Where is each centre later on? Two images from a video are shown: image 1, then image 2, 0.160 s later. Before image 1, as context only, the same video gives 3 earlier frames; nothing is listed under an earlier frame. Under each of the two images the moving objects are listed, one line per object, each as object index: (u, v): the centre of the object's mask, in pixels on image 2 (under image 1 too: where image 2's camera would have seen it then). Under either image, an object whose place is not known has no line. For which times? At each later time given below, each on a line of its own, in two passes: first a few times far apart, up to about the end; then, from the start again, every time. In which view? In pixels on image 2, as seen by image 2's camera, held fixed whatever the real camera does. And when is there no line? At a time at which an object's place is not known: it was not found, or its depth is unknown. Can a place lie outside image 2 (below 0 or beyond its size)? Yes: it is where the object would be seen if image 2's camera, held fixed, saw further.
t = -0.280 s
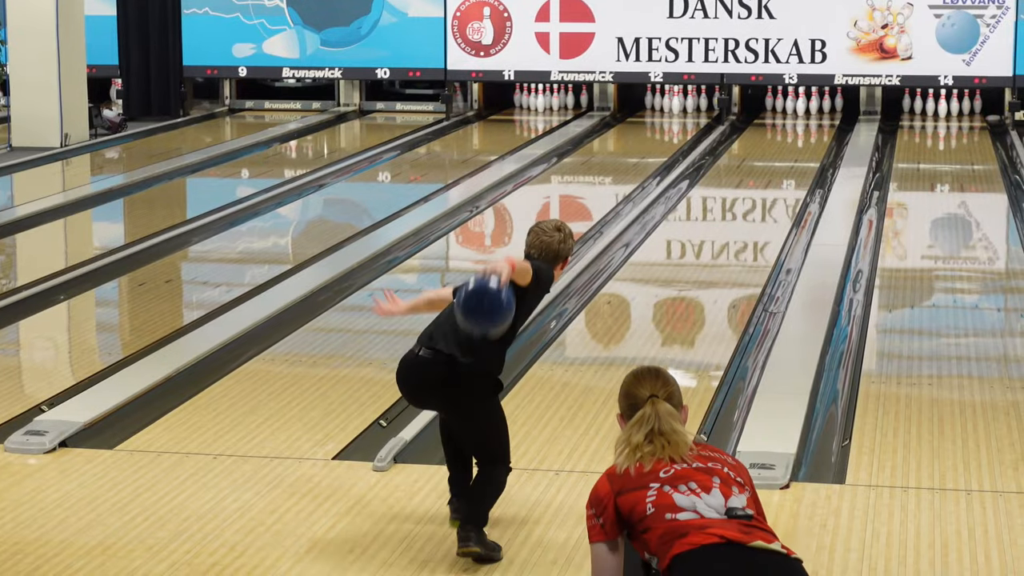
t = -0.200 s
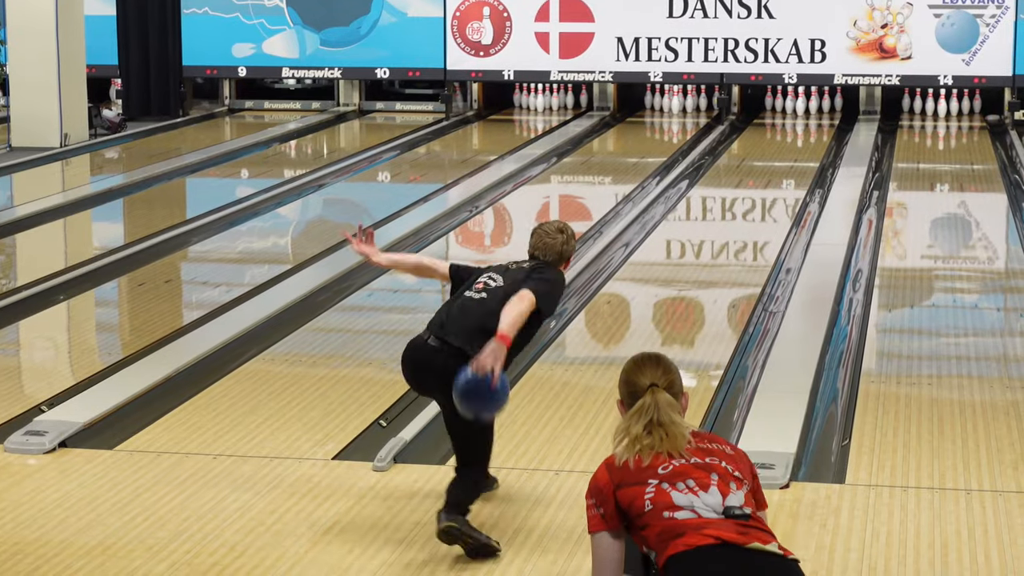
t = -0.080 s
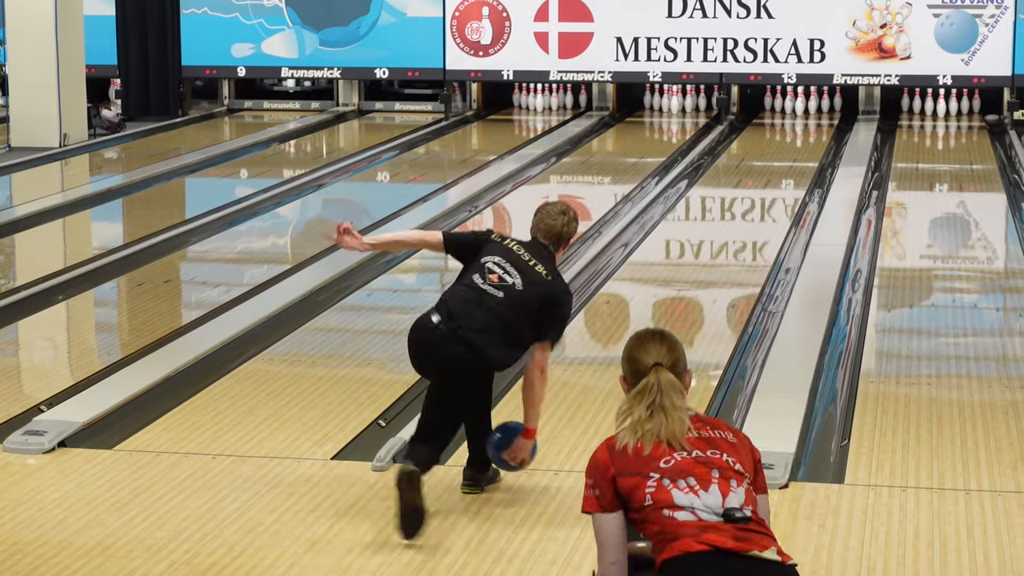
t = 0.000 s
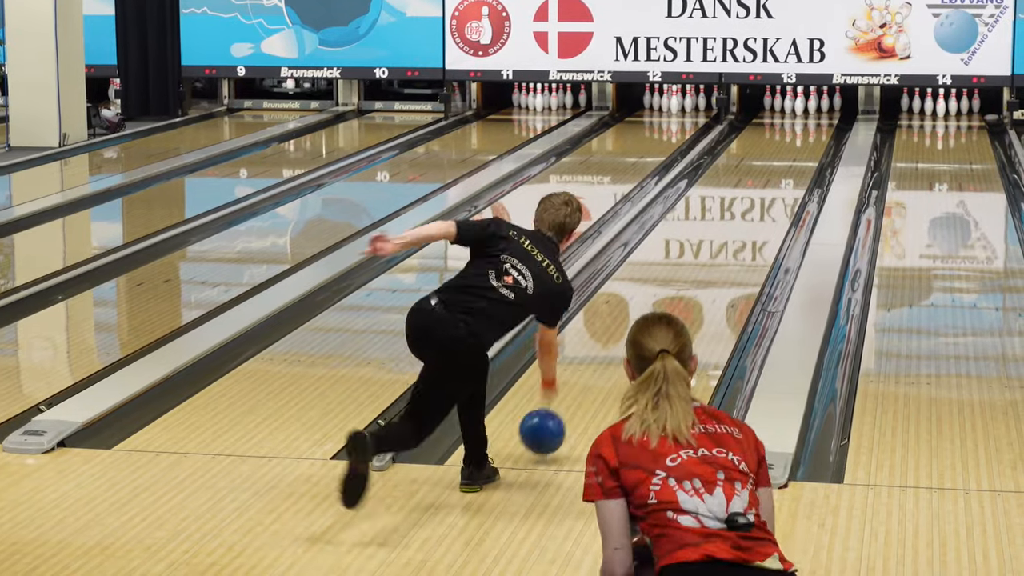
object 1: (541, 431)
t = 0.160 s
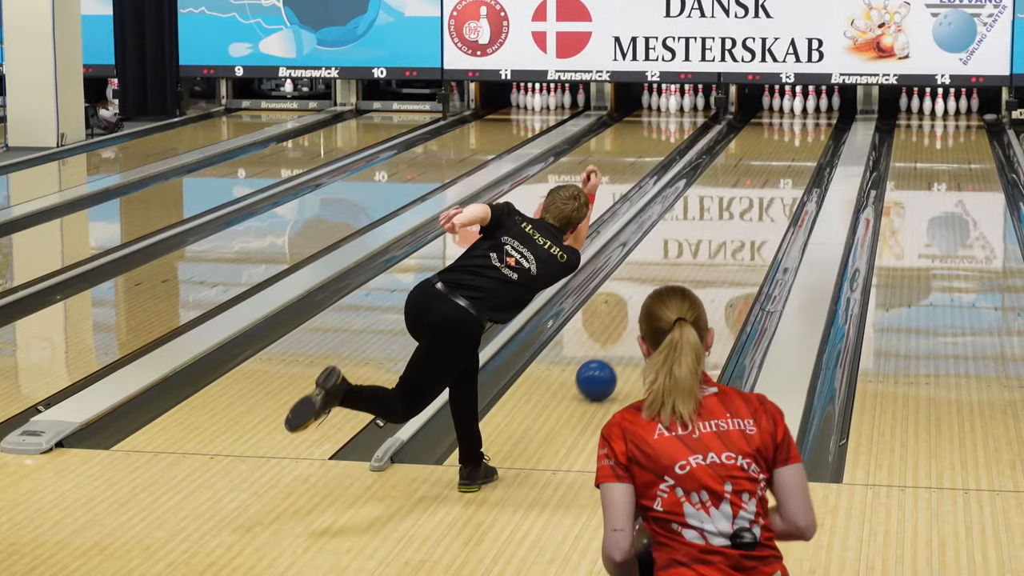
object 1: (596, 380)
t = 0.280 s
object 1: (630, 344)
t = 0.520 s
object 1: (681, 285)
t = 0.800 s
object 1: (727, 238)
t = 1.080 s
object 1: (759, 200)
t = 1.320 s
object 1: (780, 175)
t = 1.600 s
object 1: (799, 150)
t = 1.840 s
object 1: (807, 134)
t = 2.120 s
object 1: (806, 118)
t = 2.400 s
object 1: (798, 106)
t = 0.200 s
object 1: (608, 367)
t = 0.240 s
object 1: (619, 355)
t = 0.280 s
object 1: (630, 344)
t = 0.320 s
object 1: (638, 333)
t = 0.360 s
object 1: (645, 322)
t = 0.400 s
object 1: (652, 311)
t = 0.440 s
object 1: (661, 300)
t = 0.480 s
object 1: (672, 291)
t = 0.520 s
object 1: (681, 285)
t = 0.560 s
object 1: (690, 278)
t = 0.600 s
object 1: (697, 272)
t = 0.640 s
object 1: (703, 264)
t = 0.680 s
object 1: (710, 257)
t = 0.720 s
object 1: (716, 251)
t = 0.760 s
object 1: (721, 244)
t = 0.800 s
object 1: (727, 238)
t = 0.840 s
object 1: (732, 232)
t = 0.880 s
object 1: (737, 226)
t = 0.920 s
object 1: (742, 220)
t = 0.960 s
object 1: (747, 215)
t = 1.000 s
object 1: (751, 210)
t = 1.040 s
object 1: (755, 205)
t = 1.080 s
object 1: (759, 200)
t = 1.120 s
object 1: (763, 196)
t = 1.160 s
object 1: (767, 191)
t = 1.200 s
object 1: (770, 187)
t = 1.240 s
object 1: (774, 183)
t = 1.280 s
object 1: (777, 178)
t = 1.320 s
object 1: (780, 175)
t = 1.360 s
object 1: (783, 171)
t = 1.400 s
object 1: (786, 167)
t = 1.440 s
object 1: (789, 164)
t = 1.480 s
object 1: (791, 160)
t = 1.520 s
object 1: (794, 157)
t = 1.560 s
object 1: (796, 154)
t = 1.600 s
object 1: (799, 150)
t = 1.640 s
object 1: (800, 148)
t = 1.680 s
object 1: (802, 144)
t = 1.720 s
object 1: (804, 142)
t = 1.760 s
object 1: (805, 139)
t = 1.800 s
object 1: (806, 136)
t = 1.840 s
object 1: (807, 134)
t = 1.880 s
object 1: (807, 131)
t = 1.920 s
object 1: (807, 129)
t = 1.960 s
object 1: (807, 126)
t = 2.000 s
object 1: (807, 124)
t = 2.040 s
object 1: (807, 122)
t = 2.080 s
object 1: (806, 120)
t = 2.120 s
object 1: (806, 118)
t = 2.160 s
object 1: (805, 115)
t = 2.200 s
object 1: (804, 113)
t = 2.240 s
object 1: (802, 112)
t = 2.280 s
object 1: (801, 110)
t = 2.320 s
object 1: (800, 108)
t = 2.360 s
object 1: (798, 107)
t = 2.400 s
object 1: (798, 106)
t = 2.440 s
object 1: (798, 105)
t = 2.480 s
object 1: (796, 103)
